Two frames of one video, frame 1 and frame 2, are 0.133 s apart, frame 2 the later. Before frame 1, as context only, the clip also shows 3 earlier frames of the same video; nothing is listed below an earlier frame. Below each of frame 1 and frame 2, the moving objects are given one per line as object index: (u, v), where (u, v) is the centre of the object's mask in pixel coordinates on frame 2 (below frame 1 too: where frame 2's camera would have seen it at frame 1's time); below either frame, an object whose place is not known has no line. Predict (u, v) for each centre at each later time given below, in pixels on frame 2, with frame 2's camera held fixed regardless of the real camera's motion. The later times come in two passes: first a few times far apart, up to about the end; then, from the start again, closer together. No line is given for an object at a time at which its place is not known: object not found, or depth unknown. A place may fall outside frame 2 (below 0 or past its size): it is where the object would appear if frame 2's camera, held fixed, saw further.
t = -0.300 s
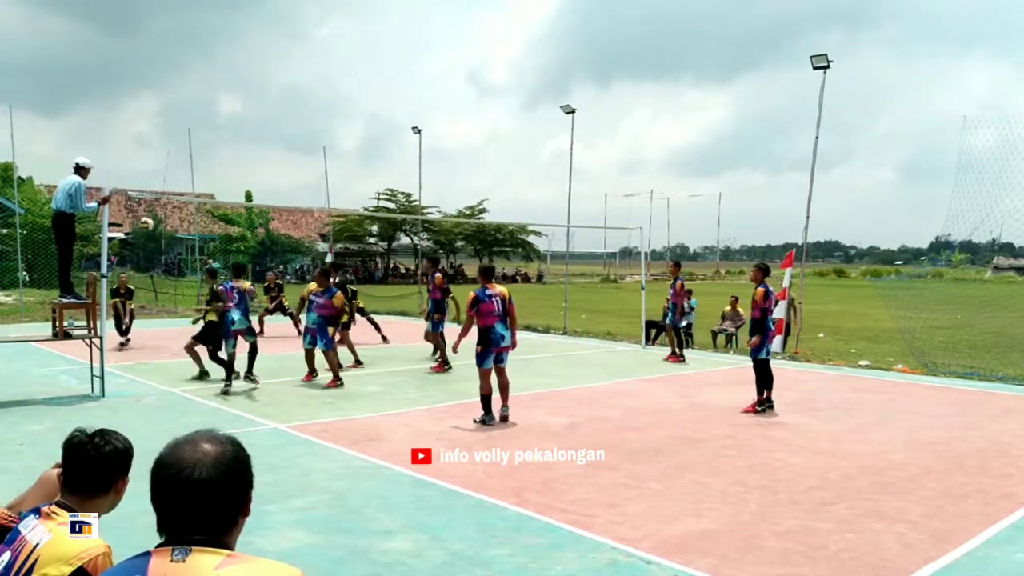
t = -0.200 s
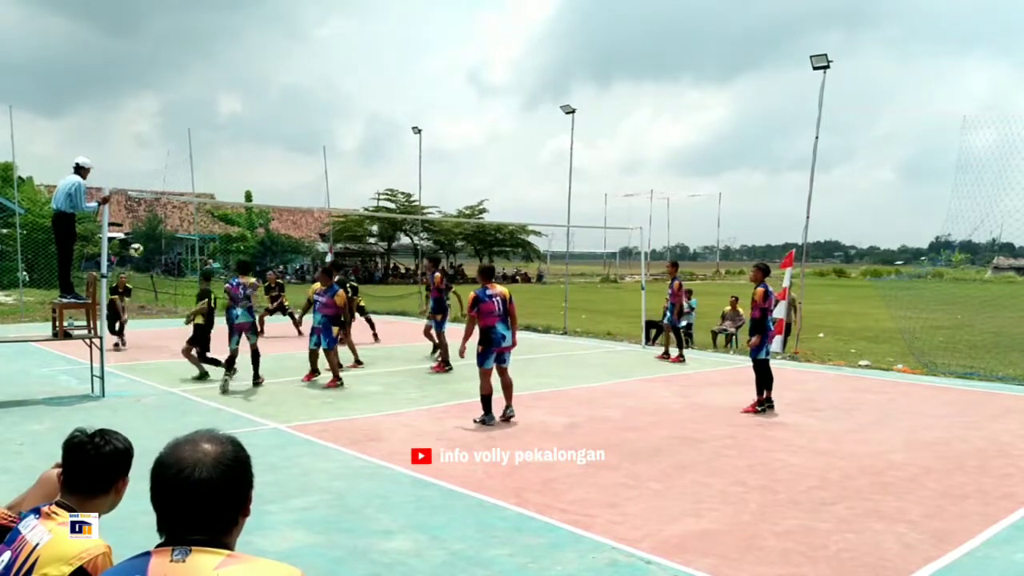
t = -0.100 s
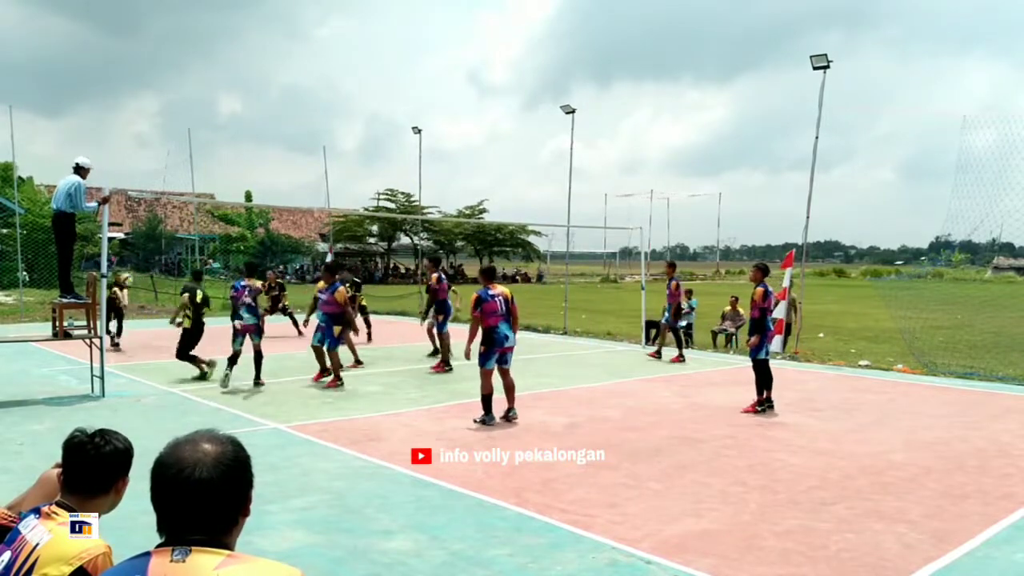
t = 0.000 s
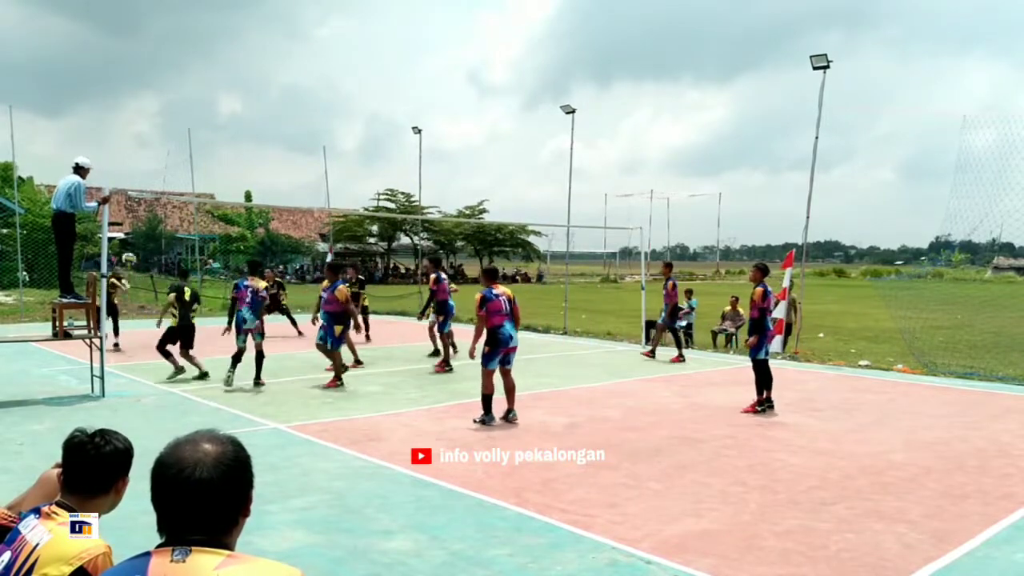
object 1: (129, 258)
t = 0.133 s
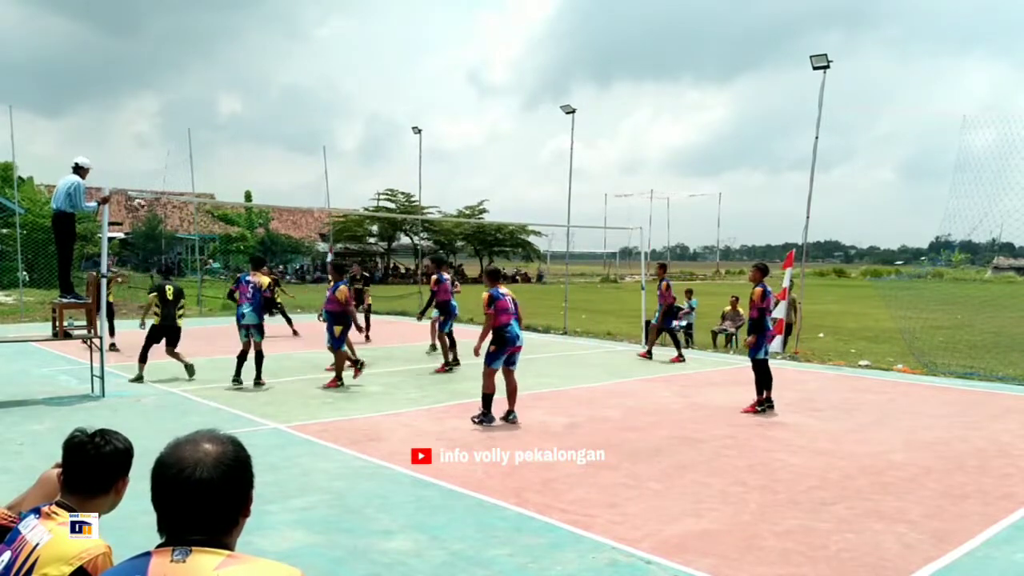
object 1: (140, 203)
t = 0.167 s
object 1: (141, 191)
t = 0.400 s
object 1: (162, 127)
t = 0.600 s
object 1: (180, 95)
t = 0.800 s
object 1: (198, 86)
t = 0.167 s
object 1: (141, 191)
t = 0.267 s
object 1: (151, 162)
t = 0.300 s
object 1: (154, 153)
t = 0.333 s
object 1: (157, 145)
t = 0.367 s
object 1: (160, 135)
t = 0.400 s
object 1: (162, 127)
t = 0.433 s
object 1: (165, 120)
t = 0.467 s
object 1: (168, 114)
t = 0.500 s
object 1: (171, 109)
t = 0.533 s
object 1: (174, 103)
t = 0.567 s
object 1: (177, 99)
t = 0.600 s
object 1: (180, 95)
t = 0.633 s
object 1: (183, 92)
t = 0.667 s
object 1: (186, 89)
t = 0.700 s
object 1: (189, 87)
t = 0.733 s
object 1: (192, 86)
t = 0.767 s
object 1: (195, 85)
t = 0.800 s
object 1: (198, 86)
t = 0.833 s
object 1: (201, 87)
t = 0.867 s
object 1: (204, 88)
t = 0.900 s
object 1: (207, 91)
